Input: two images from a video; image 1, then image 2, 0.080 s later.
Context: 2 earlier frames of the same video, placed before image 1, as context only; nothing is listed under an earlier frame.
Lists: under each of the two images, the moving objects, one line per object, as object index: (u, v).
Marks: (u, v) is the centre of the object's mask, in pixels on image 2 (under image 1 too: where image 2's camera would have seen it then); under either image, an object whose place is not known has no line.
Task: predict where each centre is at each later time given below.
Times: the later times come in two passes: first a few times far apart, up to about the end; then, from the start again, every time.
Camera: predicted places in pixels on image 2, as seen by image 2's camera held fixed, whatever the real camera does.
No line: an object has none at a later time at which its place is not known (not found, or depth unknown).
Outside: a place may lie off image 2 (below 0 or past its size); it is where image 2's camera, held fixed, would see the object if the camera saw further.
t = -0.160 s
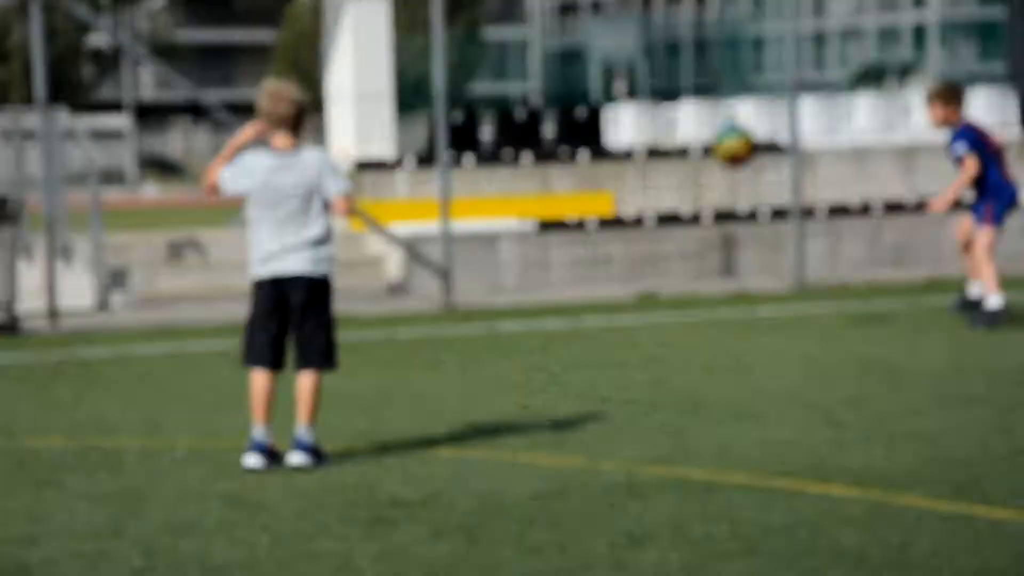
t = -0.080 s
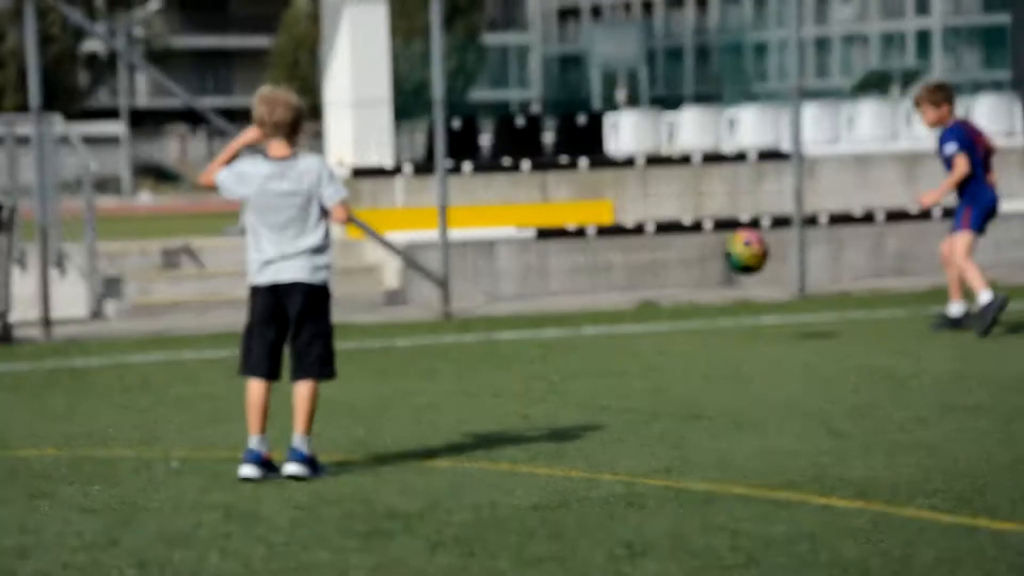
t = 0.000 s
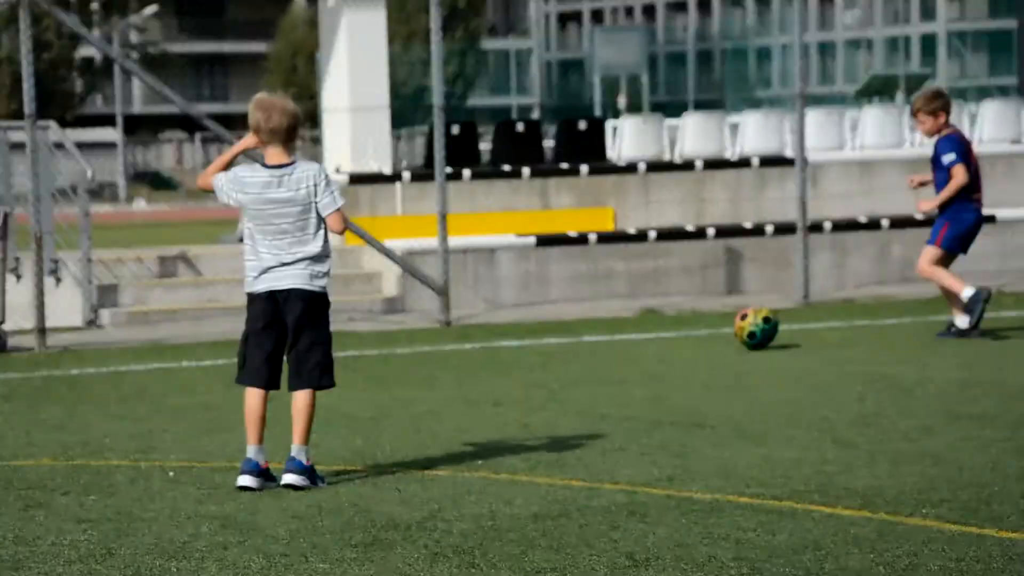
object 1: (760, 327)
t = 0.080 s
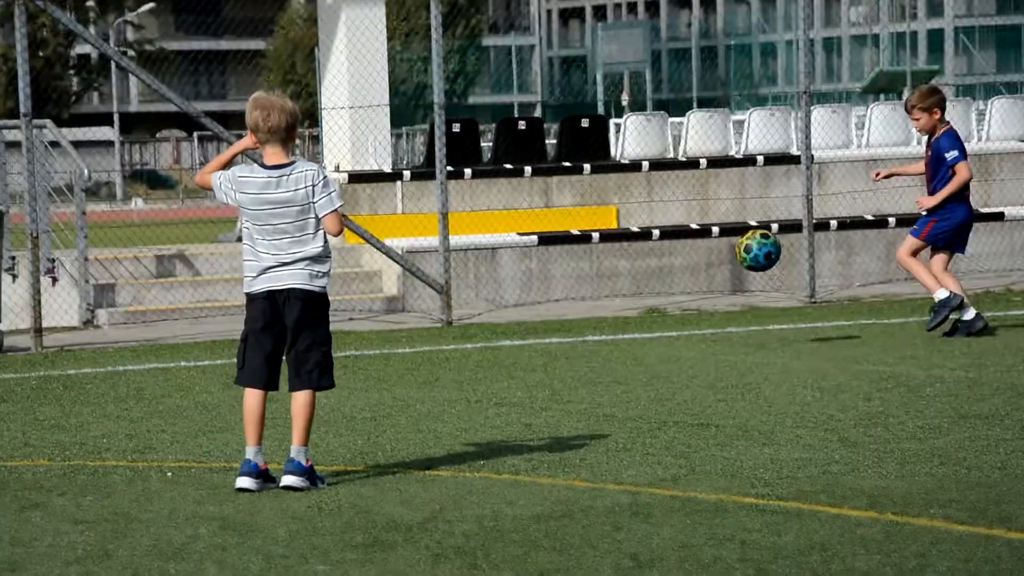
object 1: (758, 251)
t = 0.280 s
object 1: (749, 110)
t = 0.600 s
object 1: (732, 46)
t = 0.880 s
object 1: (723, 146)
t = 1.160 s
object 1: (716, 304)
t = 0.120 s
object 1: (757, 218)
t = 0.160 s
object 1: (756, 187)
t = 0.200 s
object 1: (754, 159)
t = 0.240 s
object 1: (752, 134)
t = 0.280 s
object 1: (749, 110)
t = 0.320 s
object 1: (745, 93)
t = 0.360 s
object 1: (742, 78)
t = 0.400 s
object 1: (739, 66)
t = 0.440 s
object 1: (737, 56)
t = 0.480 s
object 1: (735, 49)
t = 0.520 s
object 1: (734, 43)
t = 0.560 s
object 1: (733, 43)
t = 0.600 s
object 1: (732, 46)
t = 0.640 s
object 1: (730, 52)
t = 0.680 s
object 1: (728, 60)
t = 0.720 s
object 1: (727, 72)
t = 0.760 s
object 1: (726, 86)
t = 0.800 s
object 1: (725, 104)
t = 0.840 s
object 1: (724, 124)
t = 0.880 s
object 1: (723, 146)
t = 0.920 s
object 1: (722, 172)
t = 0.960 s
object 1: (721, 200)
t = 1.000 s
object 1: (720, 230)
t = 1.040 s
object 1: (718, 263)
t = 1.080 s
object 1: (717, 297)
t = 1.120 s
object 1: (715, 326)
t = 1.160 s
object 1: (716, 304)
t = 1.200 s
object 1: (717, 280)
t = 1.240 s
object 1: (718, 258)
